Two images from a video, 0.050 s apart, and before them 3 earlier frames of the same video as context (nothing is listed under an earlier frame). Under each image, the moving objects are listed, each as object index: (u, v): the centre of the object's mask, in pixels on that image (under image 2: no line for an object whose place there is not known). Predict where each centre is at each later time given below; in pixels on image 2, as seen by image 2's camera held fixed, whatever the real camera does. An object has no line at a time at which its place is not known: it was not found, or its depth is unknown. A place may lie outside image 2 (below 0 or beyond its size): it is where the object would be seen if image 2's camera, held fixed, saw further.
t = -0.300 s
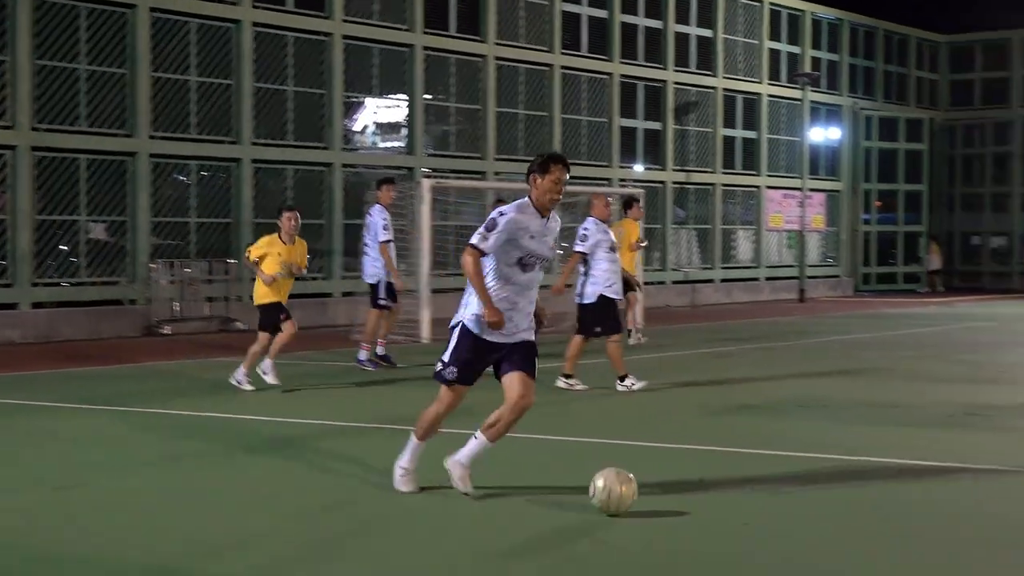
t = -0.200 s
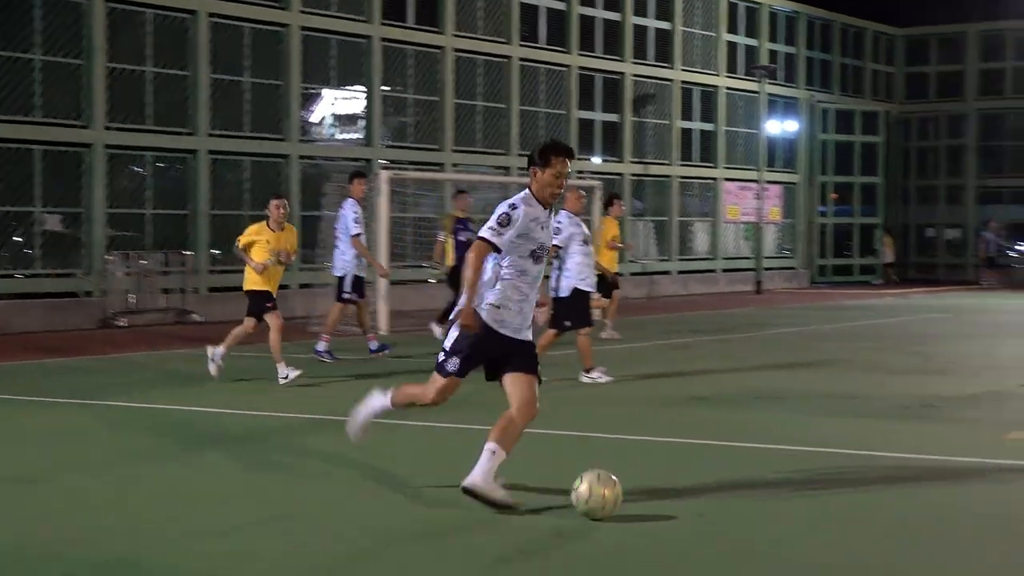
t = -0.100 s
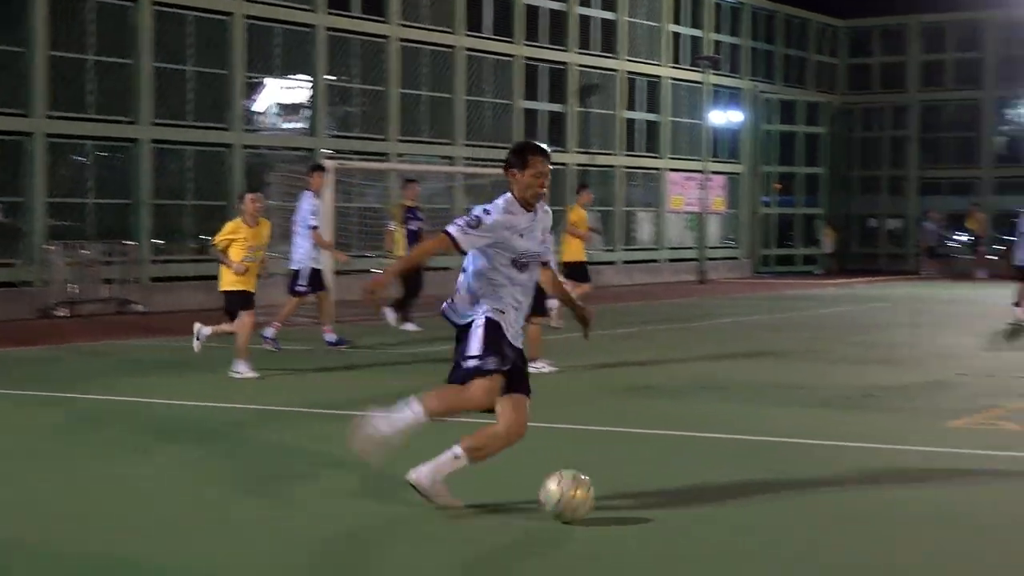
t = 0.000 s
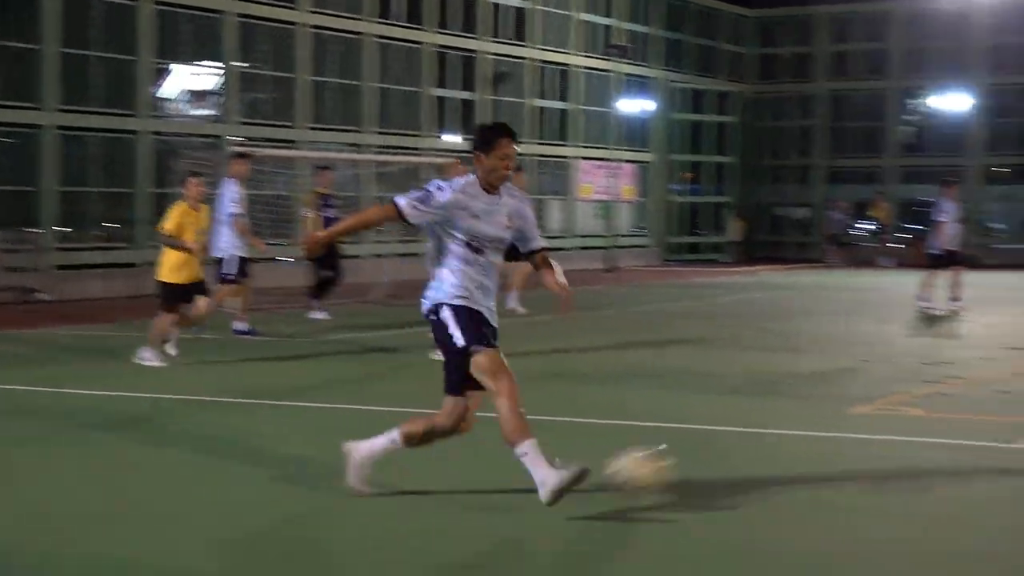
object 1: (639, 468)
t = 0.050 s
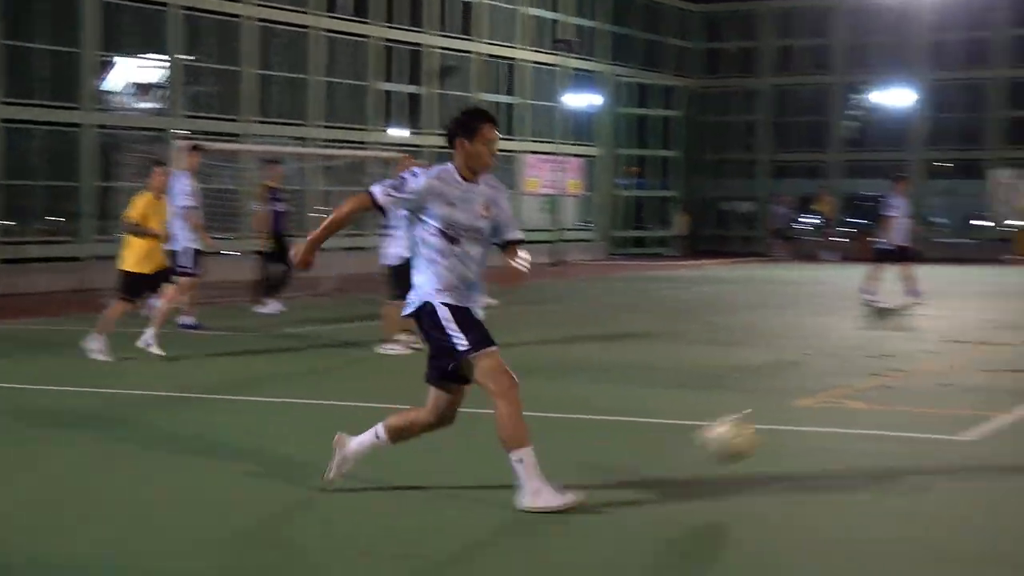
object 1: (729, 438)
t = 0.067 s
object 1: (775, 431)
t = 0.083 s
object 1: (817, 424)
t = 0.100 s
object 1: (855, 420)
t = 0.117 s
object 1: (894, 417)
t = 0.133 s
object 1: (929, 416)
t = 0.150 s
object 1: (970, 414)
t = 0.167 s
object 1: (998, 413)
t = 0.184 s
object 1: (1037, 413)
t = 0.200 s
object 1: (1059, 415)
